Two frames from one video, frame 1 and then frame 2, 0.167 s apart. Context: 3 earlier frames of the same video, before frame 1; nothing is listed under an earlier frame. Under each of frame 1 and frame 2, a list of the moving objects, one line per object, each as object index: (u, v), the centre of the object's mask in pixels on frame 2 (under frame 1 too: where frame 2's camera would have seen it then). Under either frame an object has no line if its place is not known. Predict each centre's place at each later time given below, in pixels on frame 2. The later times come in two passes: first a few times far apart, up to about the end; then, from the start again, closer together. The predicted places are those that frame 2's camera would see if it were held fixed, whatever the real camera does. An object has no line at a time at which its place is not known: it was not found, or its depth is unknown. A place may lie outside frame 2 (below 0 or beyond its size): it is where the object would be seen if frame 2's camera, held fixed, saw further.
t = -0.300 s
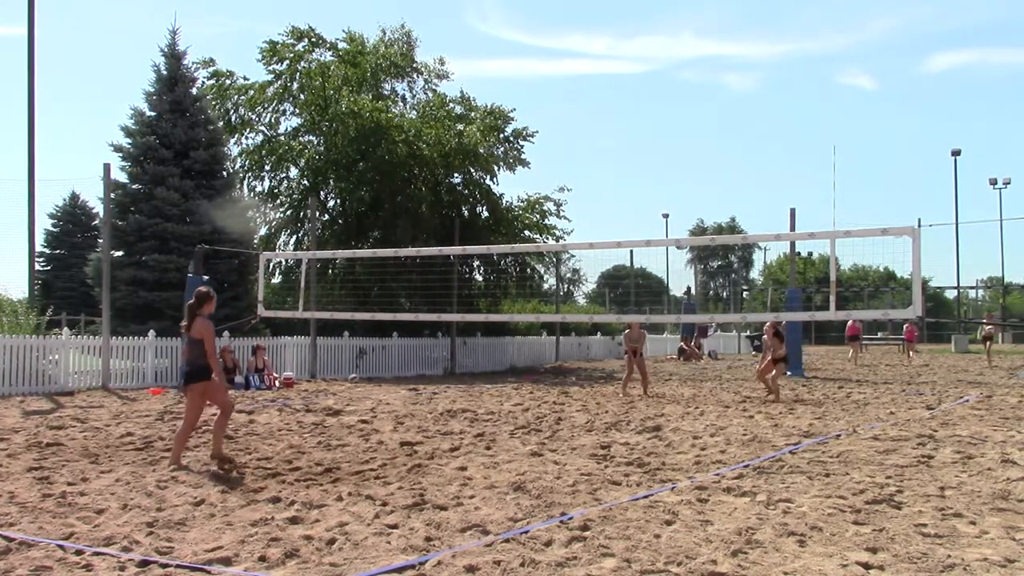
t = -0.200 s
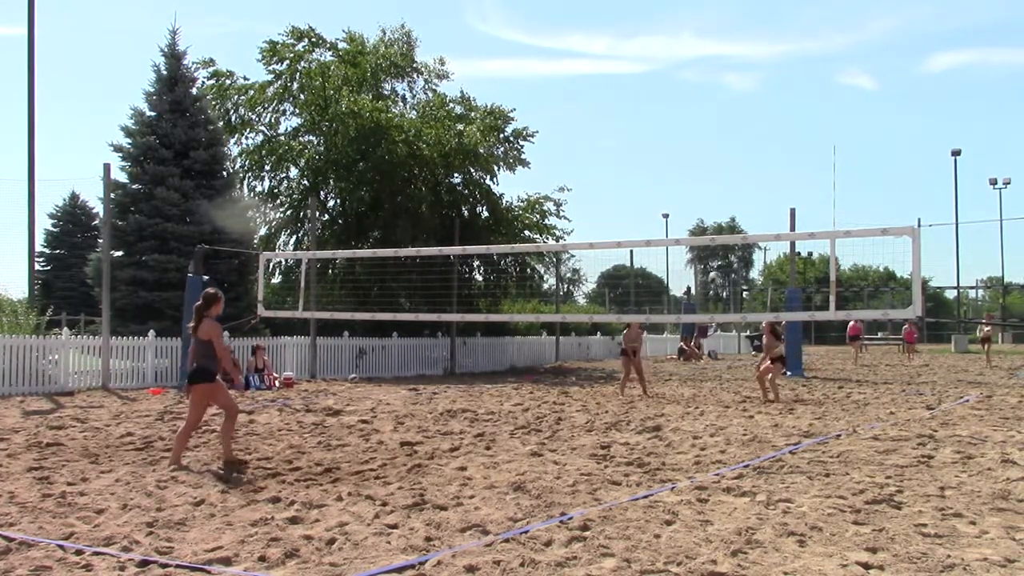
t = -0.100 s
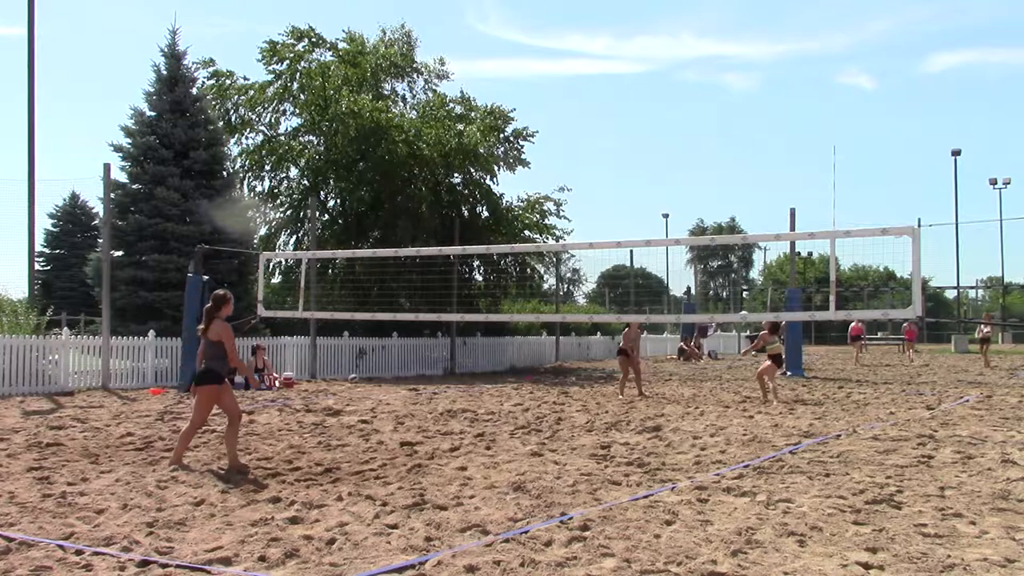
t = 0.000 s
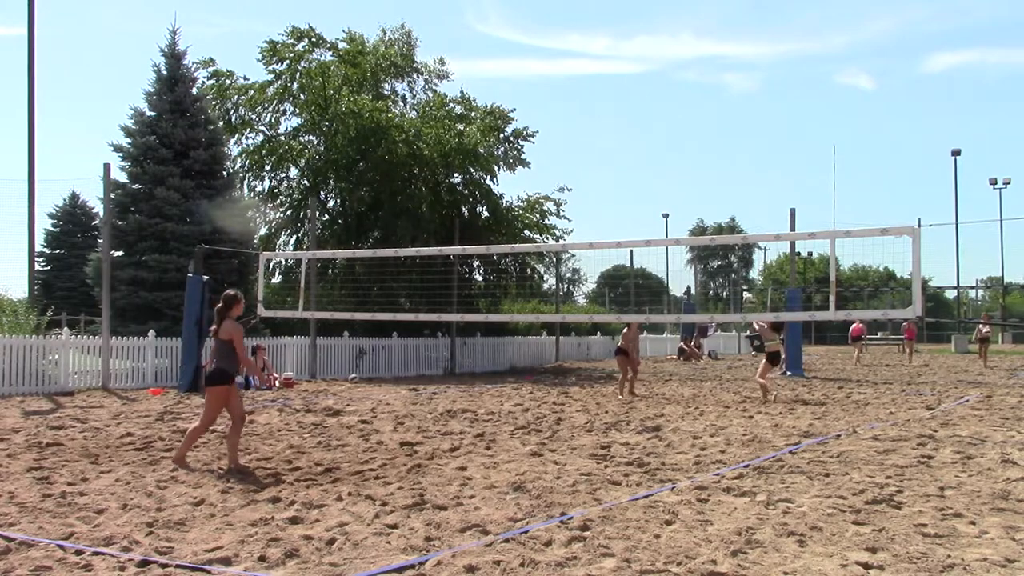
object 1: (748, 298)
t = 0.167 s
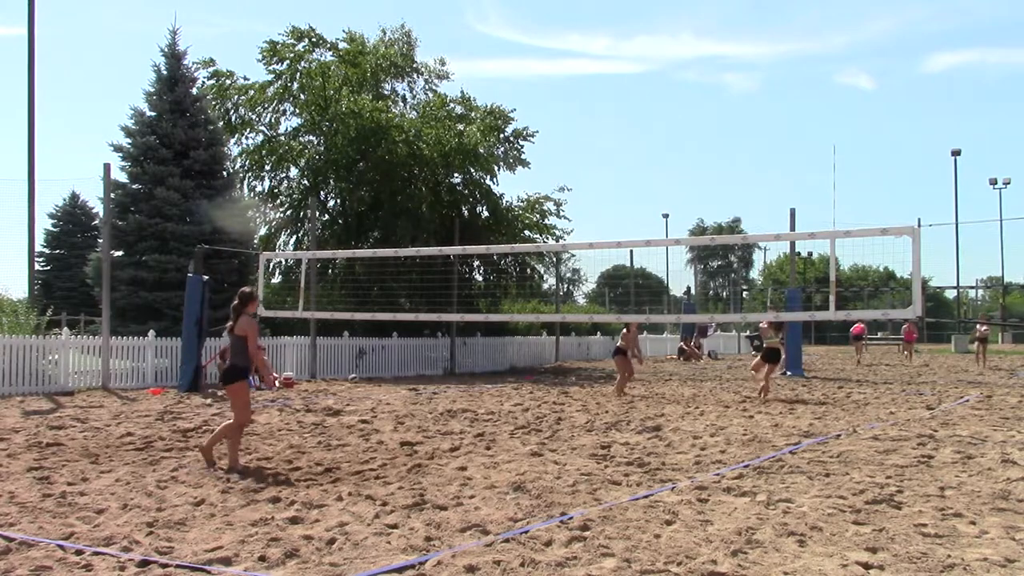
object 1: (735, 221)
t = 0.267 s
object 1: (726, 184)
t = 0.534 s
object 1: (702, 114)
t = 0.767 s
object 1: (681, 86)
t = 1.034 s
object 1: (658, 92)
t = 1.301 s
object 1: (636, 136)
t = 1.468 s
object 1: (622, 181)
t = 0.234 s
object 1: (729, 195)
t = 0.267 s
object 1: (726, 184)
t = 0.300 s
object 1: (723, 173)
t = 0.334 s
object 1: (720, 162)
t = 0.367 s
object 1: (717, 152)
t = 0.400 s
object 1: (714, 144)
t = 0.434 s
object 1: (711, 135)
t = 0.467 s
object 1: (708, 127)
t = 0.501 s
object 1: (705, 120)
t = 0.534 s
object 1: (702, 114)
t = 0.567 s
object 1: (699, 108)
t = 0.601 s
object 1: (696, 103)
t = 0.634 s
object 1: (693, 98)
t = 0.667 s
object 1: (690, 94)
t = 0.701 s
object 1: (687, 91)
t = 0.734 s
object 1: (684, 88)
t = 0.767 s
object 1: (681, 86)
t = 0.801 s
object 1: (678, 85)
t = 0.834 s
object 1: (675, 84)
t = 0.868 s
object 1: (673, 84)
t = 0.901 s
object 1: (670, 84)
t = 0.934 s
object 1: (667, 85)
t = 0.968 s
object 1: (664, 87)
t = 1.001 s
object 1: (661, 89)
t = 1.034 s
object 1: (658, 92)
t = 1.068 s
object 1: (655, 95)
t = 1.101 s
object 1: (653, 99)
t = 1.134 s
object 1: (650, 103)
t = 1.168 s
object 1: (647, 109)
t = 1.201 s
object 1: (644, 114)
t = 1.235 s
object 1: (641, 121)
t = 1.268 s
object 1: (639, 128)
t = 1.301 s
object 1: (636, 136)
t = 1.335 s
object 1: (633, 144)
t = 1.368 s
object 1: (630, 152)
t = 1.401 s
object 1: (627, 161)
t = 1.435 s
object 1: (625, 171)
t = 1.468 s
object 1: (622, 181)
